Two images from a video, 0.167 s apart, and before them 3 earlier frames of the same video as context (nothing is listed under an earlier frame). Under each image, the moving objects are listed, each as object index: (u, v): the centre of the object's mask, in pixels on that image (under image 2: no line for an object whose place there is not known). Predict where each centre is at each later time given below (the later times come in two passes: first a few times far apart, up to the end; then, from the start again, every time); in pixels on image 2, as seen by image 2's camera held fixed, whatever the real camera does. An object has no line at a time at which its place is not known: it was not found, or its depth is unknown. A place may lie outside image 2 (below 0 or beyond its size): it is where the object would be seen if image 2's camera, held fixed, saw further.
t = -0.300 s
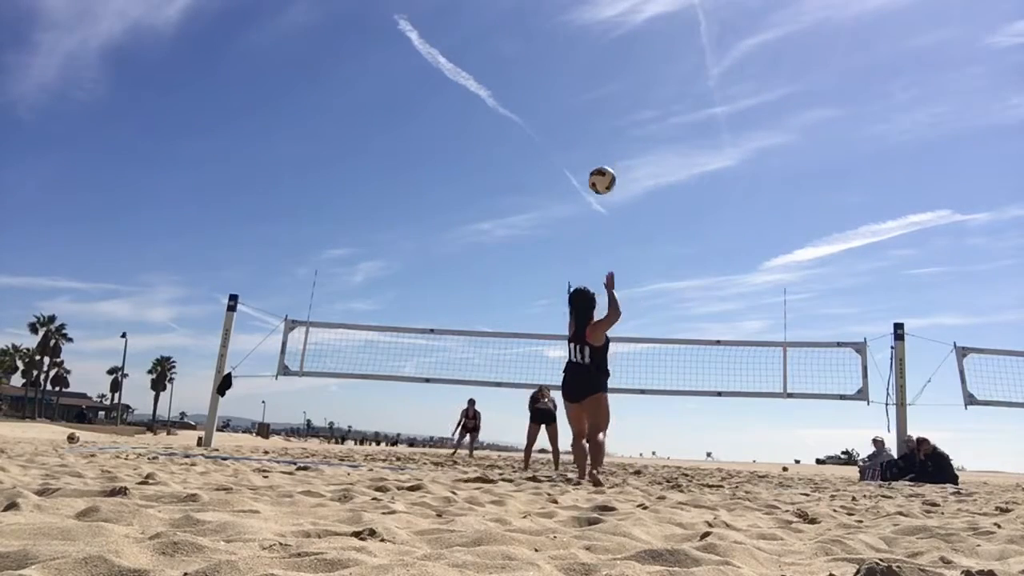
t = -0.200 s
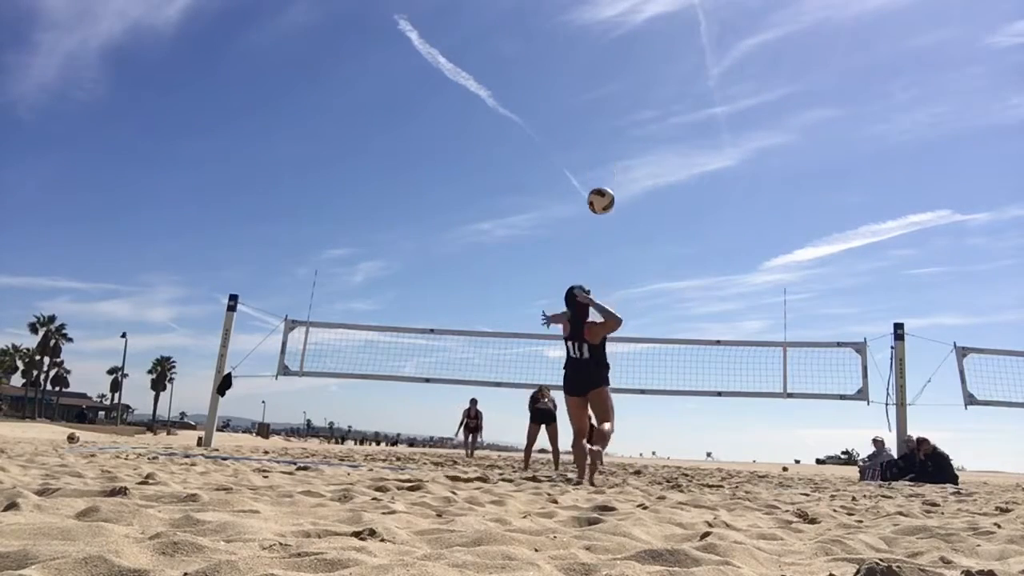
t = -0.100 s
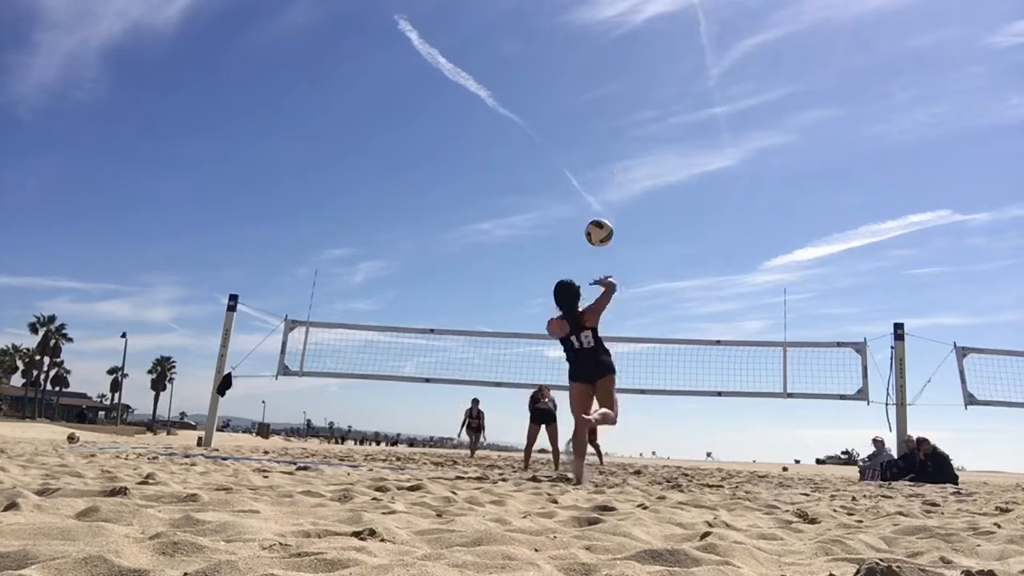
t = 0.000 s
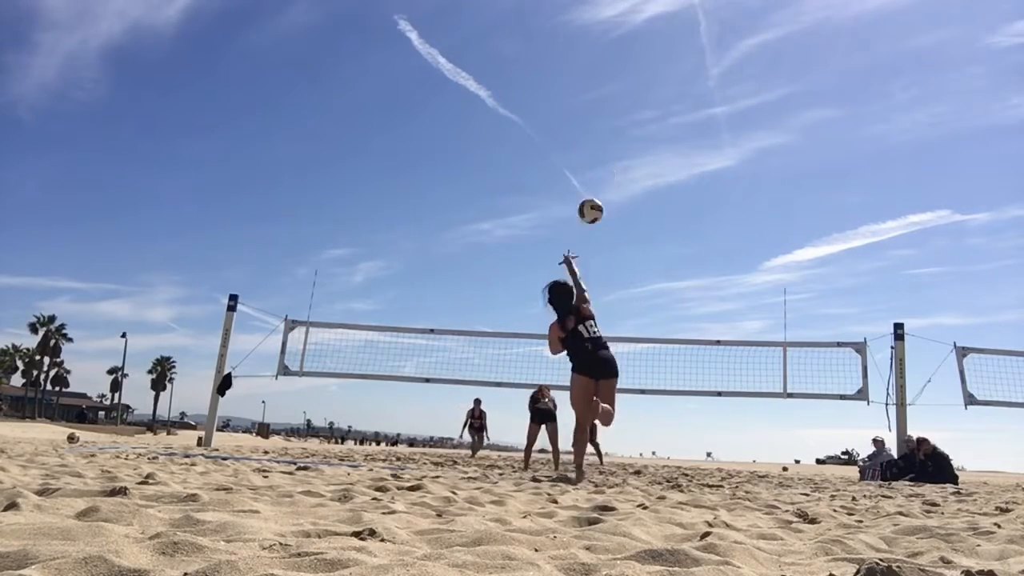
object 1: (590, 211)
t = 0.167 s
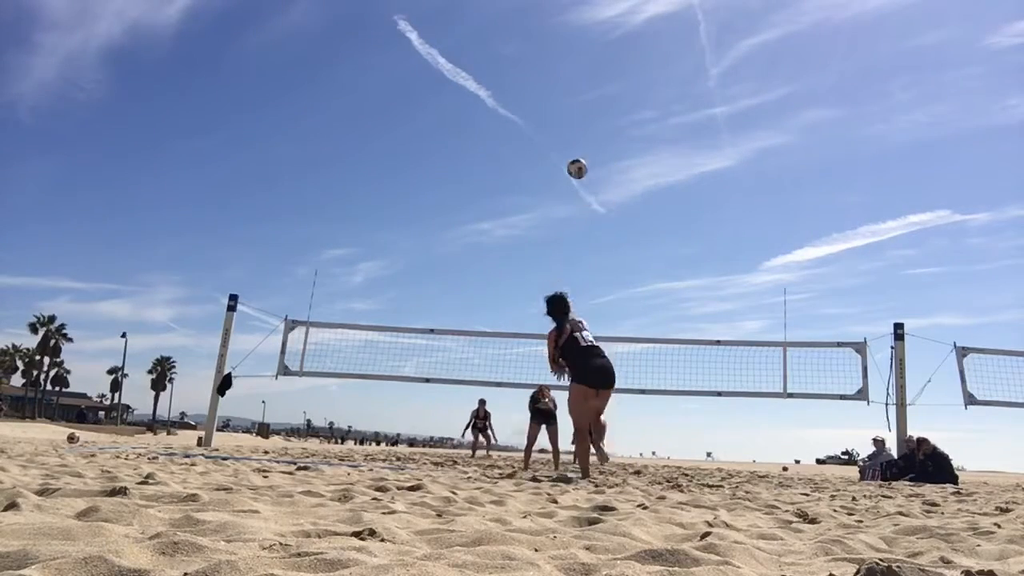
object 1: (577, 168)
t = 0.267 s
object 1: (571, 163)
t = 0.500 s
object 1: (554, 181)
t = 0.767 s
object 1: (538, 233)
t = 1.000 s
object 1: (523, 298)
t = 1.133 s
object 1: (515, 342)
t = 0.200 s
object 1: (575, 165)
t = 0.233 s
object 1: (573, 164)
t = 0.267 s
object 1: (571, 163)
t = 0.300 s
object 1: (568, 163)
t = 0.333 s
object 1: (566, 164)
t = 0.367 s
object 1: (563, 166)
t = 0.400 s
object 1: (561, 169)
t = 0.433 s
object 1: (558, 172)
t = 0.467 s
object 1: (556, 176)
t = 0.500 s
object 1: (554, 181)
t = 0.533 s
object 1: (552, 186)
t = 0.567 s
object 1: (550, 191)
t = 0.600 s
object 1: (548, 197)
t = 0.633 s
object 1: (546, 203)
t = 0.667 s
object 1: (544, 211)
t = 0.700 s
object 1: (542, 218)
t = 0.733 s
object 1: (539, 226)
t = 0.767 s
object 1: (538, 233)
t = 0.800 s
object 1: (536, 241)
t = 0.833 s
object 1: (534, 250)
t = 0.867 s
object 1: (531, 259)
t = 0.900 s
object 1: (529, 268)
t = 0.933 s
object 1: (527, 278)
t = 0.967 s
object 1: (525, 288)
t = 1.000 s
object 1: (523, 298)
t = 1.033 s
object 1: (521, 308)
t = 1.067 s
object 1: (519, 319)
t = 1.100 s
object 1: (517, 329)
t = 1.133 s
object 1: (515, 342)
